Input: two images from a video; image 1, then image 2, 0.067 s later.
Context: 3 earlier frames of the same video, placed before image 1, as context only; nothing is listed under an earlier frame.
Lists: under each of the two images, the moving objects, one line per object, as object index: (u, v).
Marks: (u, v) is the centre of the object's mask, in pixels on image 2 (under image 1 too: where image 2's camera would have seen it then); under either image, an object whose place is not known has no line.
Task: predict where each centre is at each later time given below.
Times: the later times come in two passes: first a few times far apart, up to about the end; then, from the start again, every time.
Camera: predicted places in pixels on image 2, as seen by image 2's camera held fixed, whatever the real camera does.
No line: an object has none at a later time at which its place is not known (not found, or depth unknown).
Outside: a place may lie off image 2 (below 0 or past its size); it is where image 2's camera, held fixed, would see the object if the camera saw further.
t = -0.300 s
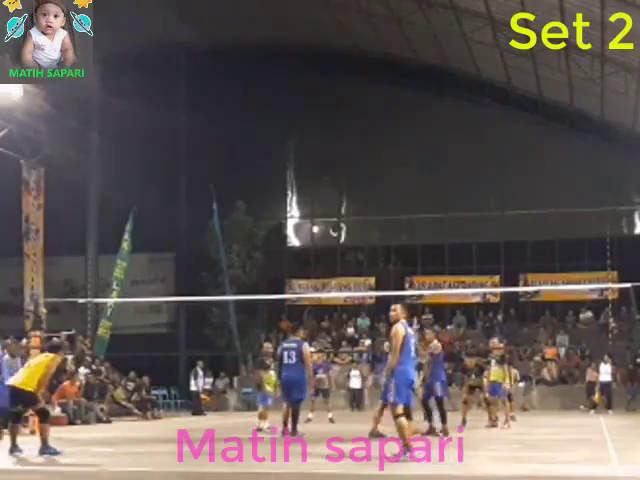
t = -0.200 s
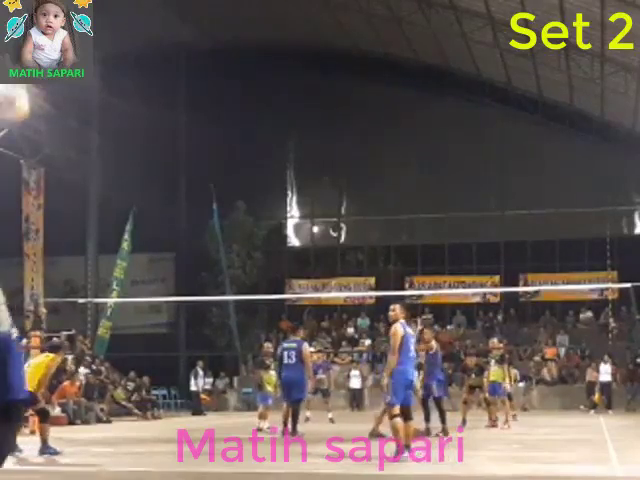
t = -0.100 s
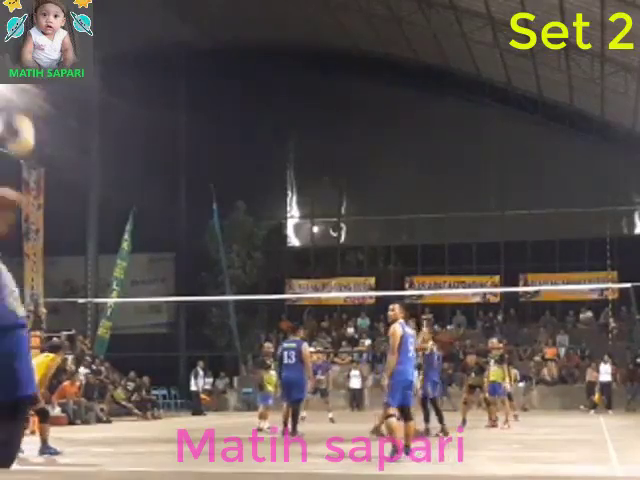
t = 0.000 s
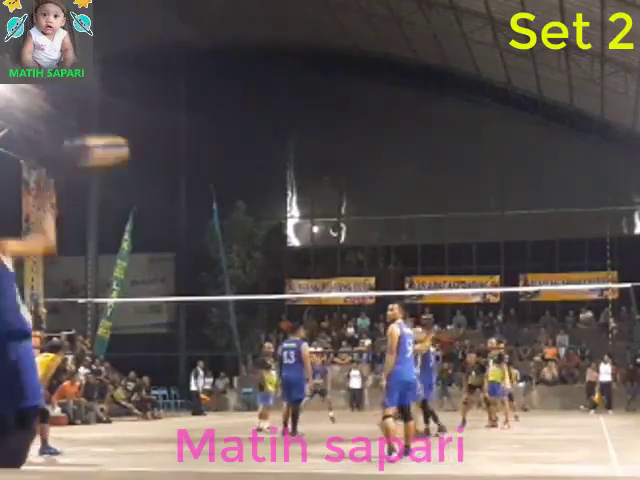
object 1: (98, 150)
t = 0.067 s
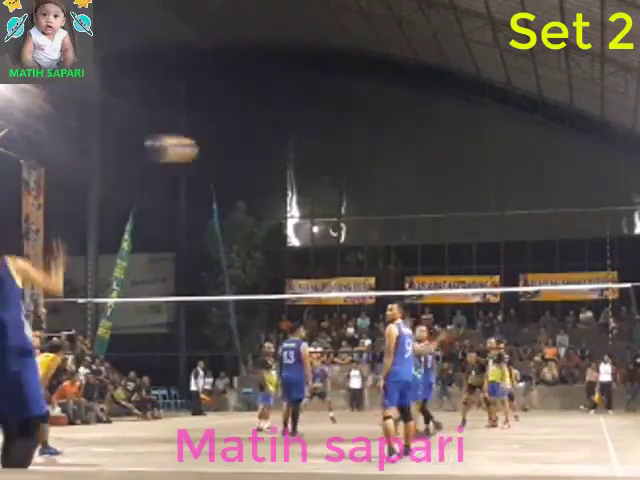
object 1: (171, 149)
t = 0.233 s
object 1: (290, 162)
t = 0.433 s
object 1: (369, 196)
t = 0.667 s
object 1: (421, 243)
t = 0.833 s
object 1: (441, 279)
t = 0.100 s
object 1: (201, 150)
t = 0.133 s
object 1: (227, 152)
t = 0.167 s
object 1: (250, 154)
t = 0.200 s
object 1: (271, 158)
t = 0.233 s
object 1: (290, 162)
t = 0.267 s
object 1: (307, 167)
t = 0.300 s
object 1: (322, 172)
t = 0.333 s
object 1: (335, 177)
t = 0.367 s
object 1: (348, 184)
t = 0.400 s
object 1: (359, 190)
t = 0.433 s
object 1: (369, 196)
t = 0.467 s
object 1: (379, 202)
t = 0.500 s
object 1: (387, 208)
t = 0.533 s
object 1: (396, 215)
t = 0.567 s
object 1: (403, 221)
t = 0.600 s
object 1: (409, 228)
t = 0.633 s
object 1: (415, 235)
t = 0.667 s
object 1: (421, 243)
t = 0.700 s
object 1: (425, 249)
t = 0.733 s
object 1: (430, 257)
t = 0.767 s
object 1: (434, 264)
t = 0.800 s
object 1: (437, 272)
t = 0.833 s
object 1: (441, 279)
